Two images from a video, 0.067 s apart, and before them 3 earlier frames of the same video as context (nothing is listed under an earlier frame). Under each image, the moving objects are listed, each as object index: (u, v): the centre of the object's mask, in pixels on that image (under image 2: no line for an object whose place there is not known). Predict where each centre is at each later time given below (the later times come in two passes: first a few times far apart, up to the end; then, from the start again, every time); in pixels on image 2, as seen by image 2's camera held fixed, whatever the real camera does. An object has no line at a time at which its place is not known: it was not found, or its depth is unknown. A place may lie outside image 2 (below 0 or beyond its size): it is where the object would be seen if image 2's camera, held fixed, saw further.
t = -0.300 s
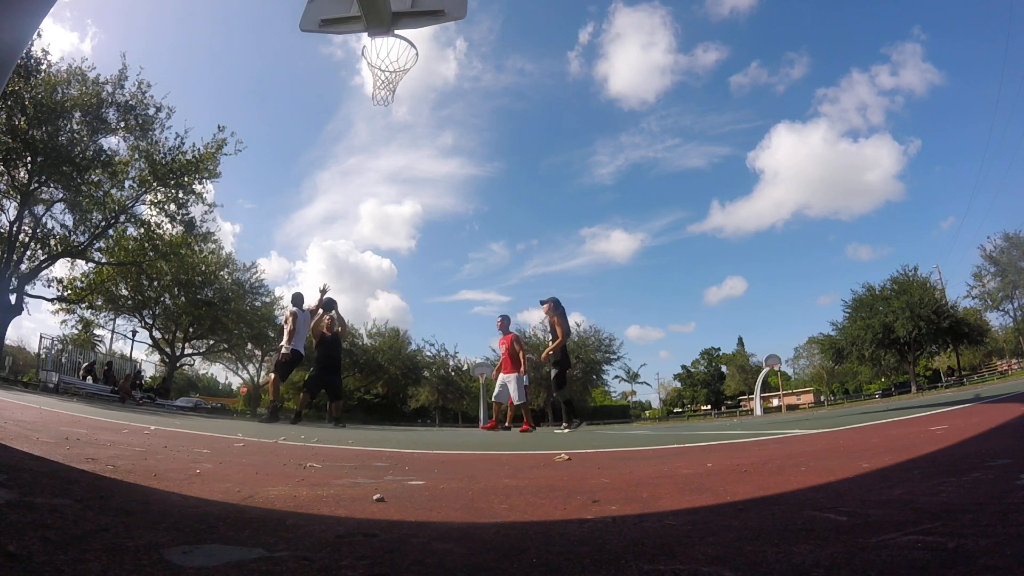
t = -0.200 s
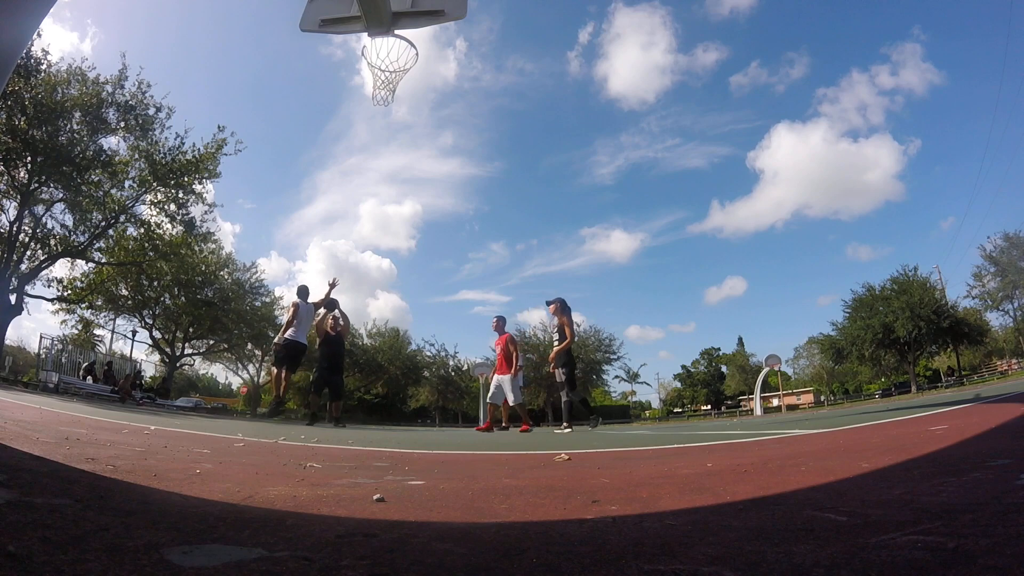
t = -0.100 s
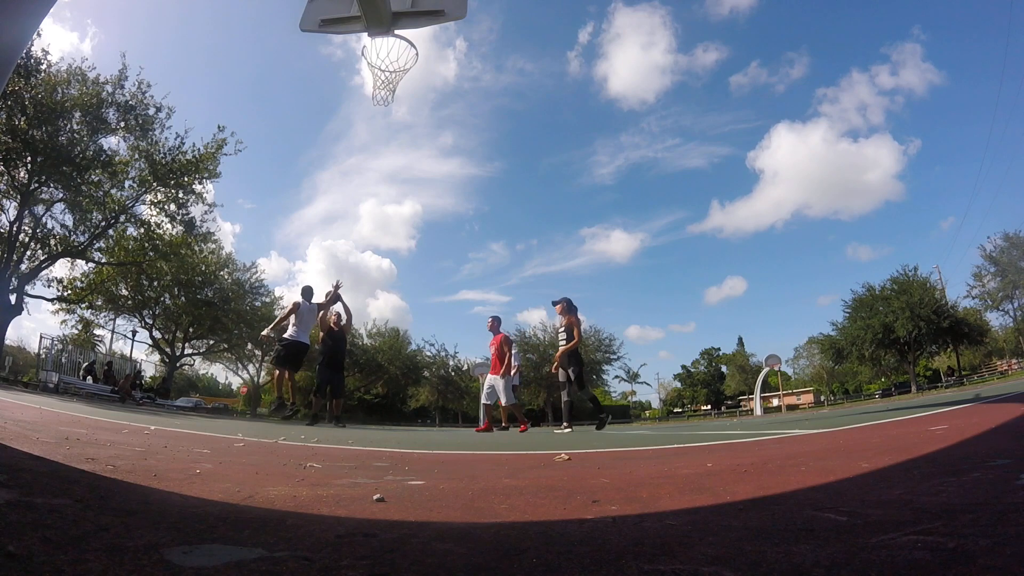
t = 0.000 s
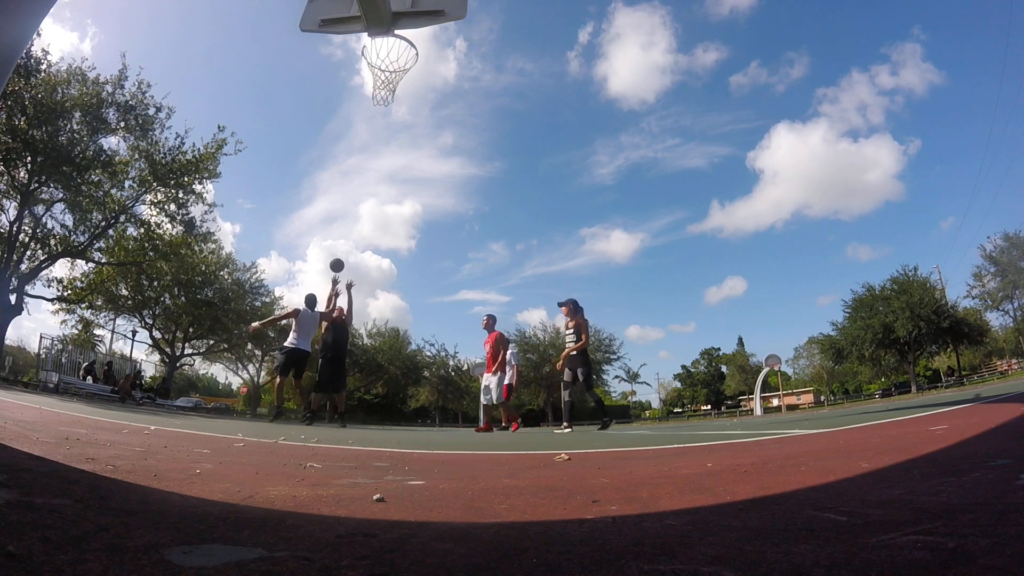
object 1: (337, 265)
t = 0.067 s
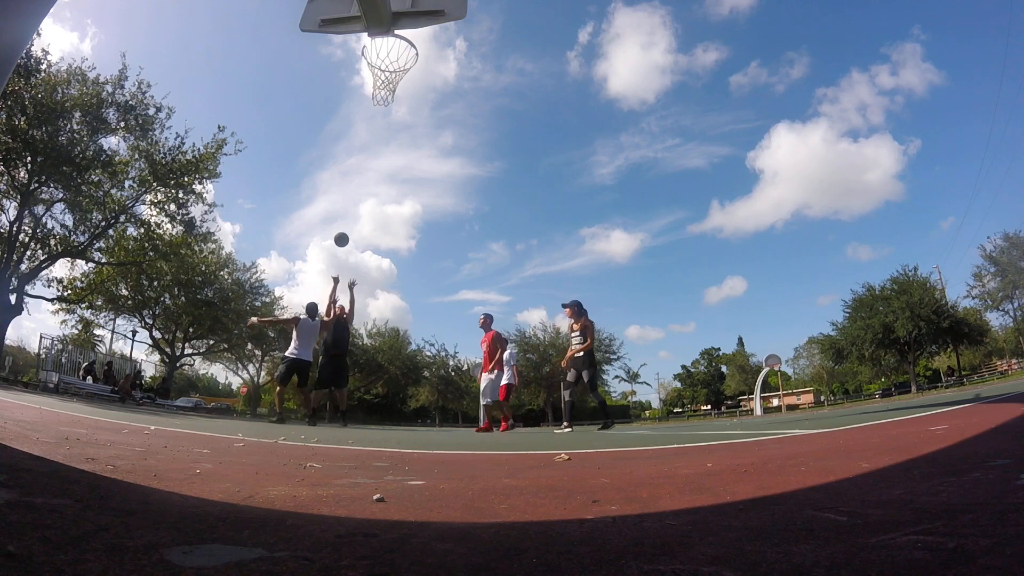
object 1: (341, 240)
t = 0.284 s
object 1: (357, 166)
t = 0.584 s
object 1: (380, 91)
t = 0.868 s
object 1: (403, 51)
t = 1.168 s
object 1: (411, 75)
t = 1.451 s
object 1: (404, 75)
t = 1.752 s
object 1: (366, 96)
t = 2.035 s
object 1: (338, 172)
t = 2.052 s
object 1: (336, 179)
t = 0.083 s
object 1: (342, 233)
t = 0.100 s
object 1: (344, 227)
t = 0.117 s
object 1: (345, 221)
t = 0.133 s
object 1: (346, 215)
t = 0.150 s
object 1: (347, 209)
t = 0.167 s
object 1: (349, 204)
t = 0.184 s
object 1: (350, 198)
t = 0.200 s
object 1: (351, 192)
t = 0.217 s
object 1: (352, 187)
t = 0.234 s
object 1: (353, 182)
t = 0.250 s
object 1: (355, 176)
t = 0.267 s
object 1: (356, 171)
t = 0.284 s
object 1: (357, 166)
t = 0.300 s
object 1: (358, 161)
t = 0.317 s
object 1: (360, 156)
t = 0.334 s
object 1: (361, 151)
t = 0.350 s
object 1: (362, 147)
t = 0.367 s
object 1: (364, 142)
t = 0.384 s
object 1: (365, 137)
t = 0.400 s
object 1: (366, 133)
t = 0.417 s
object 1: (367, 129)
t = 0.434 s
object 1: (368, 125)
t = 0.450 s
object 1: (370, 120)
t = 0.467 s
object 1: (371, 116)
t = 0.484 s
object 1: (372, 113)
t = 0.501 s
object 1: (373, 109)
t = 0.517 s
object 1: (375, 105)
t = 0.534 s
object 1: (376, 101)
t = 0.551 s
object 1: (377, 98)
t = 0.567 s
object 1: (379, 95)
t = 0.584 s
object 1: (380, 91)
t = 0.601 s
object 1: (381, 88)
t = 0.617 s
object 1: (382, 84)
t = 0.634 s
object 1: (384, 81)
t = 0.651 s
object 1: (385, 79)
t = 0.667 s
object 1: (386, 76)
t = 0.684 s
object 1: (387, 73)
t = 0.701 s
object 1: (388, 70)
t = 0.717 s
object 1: (390, 68)
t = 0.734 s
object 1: (391, 66)
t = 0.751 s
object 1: (393, 63)
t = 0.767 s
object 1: (394, 61)
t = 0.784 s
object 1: (395, 60)
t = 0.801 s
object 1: (397, 57)
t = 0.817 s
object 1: (398, 56)
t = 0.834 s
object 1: (400, 54)
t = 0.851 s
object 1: (401, 52)
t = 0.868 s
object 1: (403, 51)
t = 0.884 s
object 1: (404, 50)
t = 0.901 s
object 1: (404, 49)
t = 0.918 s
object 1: (399, 48)
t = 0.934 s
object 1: (392, 48)
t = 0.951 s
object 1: (386, 48)
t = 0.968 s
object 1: (382, 50)
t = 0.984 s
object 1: (380, 54)
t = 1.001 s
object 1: (378, 58)
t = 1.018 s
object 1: (377, 63)
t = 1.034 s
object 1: (380, 65)
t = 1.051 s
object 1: (385, 69)
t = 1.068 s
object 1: (389, 71)
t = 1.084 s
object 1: (393, 74)
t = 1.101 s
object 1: (397, 76)
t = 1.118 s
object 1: (401, 77)
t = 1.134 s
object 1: (404, 77)
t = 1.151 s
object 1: (408, 76)
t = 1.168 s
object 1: (411, 75)
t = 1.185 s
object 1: (412, 75)
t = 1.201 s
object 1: (414, 73)
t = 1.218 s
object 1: (415, 73)
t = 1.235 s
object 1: (415, 72)
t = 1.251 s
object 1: (415, 72)
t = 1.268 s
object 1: (415, 72)
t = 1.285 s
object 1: (415, 72)
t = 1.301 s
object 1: (415, 72)
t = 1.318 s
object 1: (415, 71)
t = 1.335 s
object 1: (414, 71)
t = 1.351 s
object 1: (413, 71)
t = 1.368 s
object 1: (412, 72)
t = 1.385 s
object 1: (410, 72)
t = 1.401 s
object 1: (409, 73)
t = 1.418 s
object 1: (408, 73)
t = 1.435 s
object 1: (406, 74)
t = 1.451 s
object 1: (404, 75)
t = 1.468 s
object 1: (401, 76)
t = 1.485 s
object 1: (398, 77)
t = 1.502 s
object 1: (394, 78)
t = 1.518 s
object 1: (392, 79)
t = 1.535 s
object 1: (389, 81)
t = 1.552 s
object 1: (386, 81)
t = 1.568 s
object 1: (384, 82)
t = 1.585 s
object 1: (381, 83)
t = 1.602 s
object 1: (379, 84)
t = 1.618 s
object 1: (377, 85)
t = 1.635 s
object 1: (375, 86)
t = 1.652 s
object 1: (374, 87)
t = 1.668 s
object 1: (372, 87)
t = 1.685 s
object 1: (370, 88)
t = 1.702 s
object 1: (369, 90)
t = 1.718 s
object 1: (368, 92)
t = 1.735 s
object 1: (367, 93)
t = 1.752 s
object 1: (366, 96)
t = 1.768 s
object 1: (365, 98)
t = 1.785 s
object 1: (363, 100)
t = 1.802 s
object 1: (362, 103)
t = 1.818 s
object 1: (360, 106)
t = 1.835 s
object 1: (359, 110)
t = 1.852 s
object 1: (358, 113)
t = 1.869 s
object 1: (356, 117)
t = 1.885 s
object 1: (354, 121)
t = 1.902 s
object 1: (353, 125)
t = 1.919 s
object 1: (351, 130)
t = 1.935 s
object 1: (350, 135)
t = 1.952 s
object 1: (348, 140)
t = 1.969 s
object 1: (346, 146)
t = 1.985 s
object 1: (344, 152)
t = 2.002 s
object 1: (342, 158)
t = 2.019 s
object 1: (340, 165)
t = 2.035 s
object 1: (338, 172)
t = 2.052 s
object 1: (336, 179)
